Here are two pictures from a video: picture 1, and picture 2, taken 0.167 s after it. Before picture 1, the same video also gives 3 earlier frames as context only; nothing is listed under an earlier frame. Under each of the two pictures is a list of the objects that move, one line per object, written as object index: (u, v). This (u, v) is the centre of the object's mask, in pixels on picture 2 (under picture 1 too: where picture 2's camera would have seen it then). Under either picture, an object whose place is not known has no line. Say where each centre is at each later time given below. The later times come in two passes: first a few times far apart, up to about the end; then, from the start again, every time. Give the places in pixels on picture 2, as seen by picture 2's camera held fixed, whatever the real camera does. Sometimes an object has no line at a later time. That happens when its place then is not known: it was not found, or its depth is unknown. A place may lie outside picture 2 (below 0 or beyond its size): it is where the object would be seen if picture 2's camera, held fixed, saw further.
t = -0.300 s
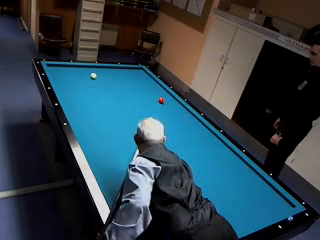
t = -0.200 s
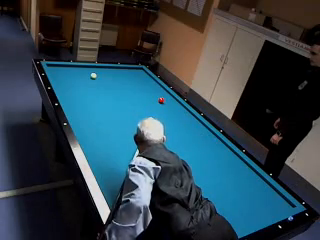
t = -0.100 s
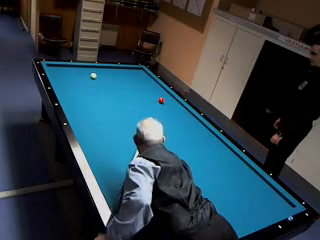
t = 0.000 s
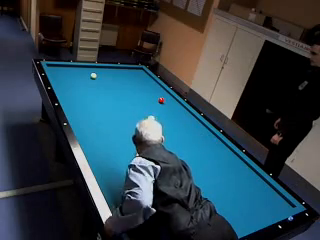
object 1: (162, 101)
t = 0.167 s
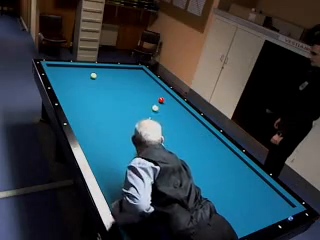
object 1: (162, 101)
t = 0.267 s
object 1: (162, 101)
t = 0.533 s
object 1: (168, 99)
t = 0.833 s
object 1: (171, 98)
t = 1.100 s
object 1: (165, 97)
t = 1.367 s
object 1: (159, 97)
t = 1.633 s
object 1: (154, 96)
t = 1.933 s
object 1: (147, 95)
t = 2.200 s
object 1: (142, 95)
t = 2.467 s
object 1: (137, 95)
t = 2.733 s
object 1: (132, 95)
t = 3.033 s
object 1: (127, 94)
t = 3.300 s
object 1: (123, 94)
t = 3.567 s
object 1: (119, 93)
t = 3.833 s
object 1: (115, 93)
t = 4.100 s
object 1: (112, 93)
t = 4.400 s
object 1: (108, 93)
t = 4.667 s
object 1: (106, 92)
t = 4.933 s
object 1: (102, 92)
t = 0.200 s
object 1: (162, 101)
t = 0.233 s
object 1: (162, 101)
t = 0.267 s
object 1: (162, 101)
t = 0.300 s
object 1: (162, 101)
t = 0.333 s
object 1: (162, 101)
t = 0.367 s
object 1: (163, 101)
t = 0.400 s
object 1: (164, 100)
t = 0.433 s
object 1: (165, 100)
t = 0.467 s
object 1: (166, 100)
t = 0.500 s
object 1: (167, 99)
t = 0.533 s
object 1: (168, 99)
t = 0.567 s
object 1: (169, 99)
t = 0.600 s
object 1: (170, 99)
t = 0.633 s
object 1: (171, 99)
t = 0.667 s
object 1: (172, 99)
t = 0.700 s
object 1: (173, 98)
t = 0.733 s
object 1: (173, 98)
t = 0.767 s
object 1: (173, 98)
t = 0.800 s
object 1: (172, 98)
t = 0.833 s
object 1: (171, 98)
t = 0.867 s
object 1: (170, 97)
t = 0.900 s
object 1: (170, 97)
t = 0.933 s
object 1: (169, 97)
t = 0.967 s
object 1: (168, 97)
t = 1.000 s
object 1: (167, 97)
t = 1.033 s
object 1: (166, 97)
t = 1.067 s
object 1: (166, 97)
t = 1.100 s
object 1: (165, 97)
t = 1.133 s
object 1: (164, 97)
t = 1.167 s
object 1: (163, 97)
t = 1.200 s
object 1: (163, 97)
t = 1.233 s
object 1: (162, 96)
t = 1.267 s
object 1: (162, 96)
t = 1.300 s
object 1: (161, 97)
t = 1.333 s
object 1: (161, 97)
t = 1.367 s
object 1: (159, 97)
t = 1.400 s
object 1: (159, 97)
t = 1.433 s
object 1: (158, 97)
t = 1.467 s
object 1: (157, 97)
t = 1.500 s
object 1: (156, 96)
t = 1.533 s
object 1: (155, 96)
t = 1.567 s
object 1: (155, 96)
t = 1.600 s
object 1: (154, 96)
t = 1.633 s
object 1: (154, 96)
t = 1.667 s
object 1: (153, 96)
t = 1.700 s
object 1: (153, 96)
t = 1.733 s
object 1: (152, 96)
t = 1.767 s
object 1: (151, 96)
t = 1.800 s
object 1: (150, 96)
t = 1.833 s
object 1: (150, 95)
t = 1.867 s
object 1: (149, 96)
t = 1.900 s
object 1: (148, 96)
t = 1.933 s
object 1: (147, 95)
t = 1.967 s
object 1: (147, 95)
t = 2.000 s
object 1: (146, 95)
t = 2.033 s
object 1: (146, 96)
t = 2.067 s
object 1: (145, 95)
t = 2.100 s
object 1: (144, 95)
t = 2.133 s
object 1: (143, 95)
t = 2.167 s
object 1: (143, 95)
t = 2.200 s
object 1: (142, 95)
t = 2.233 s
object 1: (142, 95)
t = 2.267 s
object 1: (141, 95)
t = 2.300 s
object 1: (140, 95)
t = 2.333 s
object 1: (140, 95)
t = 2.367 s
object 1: (139, 95)
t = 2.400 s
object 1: (138, 95)
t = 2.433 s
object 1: (138, 95)
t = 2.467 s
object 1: (137, 95)
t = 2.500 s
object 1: (137, 95)
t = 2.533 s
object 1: (136, 95)
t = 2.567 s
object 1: (135, 95)
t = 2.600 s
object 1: (135, 95)
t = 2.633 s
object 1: (134, 95)
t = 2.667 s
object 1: (134, 95)
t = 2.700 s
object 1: (133, 95)
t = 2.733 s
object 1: (132, 95)
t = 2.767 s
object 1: (132, 95)
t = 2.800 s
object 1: (131, 95)
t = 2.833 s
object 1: (131, 95)
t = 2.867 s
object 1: (130, 94)
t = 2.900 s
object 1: (130, 95)
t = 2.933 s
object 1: (129, 95)
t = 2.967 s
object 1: (129, 94)
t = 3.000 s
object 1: (128, 94)
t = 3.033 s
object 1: (127, 94)
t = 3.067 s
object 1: (127, 94)
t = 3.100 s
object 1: (126, 94)
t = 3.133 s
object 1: (126, 94)
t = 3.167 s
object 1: (125, 94)
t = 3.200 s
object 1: (124, 94)
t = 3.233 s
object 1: (124, 94)
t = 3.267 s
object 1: (123, 94)
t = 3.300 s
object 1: (123, 94)
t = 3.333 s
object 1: (122, 94)
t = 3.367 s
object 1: (122, 94)
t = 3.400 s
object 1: (121, 94)
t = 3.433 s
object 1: (121, 94)
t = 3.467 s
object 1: (120, 94)
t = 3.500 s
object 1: (120, 94)
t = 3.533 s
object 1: (119, 93)
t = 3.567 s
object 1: (119, 93)
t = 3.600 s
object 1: (118, 93)
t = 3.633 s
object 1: (118, 93)
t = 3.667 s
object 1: (117, 93)
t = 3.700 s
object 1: (117, 93)
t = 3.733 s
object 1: (116, 93)
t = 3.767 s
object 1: (116, 93)
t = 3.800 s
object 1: (116, 93)
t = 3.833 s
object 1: (115, 93)
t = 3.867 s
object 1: (115, 93)
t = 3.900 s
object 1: (114, 93)
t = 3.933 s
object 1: (114, 93)
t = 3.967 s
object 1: (114, 93)
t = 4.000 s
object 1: (113, 93)
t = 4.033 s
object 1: (113, 93)
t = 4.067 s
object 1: (112, 93)
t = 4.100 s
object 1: (112, 93)
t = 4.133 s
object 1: (112, 93)
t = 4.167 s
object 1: (111, 93)
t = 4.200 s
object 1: (110, 93)
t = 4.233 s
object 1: (110, 93)
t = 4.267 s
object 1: (110, 93)
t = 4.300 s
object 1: (109, 93)
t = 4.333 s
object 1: (109, 93)
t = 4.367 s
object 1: (108, 92)
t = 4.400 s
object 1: (108, 93)
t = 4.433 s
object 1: (108, 92)
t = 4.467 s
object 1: (107, 92)
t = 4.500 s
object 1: (107, 92)
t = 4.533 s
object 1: (107, 92)
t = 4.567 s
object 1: (106, 92)
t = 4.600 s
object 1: (106, 92)
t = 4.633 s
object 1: (106, 92)
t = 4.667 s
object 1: (106, 92)
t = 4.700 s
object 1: (105, 92)
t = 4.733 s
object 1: (105, 92)
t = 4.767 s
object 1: (104, 92)
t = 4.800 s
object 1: (104, 92)
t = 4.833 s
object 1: (104, 92)
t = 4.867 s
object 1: (103, 92)
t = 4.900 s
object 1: (103, 92)
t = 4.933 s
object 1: (102, 92)
